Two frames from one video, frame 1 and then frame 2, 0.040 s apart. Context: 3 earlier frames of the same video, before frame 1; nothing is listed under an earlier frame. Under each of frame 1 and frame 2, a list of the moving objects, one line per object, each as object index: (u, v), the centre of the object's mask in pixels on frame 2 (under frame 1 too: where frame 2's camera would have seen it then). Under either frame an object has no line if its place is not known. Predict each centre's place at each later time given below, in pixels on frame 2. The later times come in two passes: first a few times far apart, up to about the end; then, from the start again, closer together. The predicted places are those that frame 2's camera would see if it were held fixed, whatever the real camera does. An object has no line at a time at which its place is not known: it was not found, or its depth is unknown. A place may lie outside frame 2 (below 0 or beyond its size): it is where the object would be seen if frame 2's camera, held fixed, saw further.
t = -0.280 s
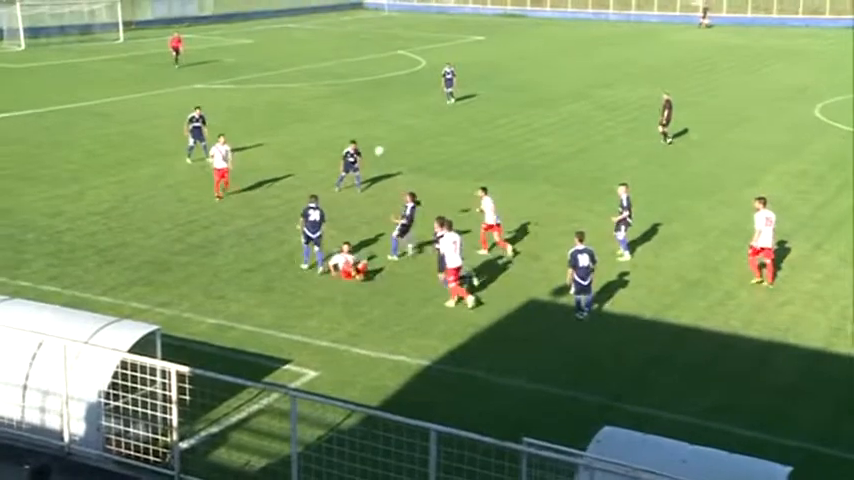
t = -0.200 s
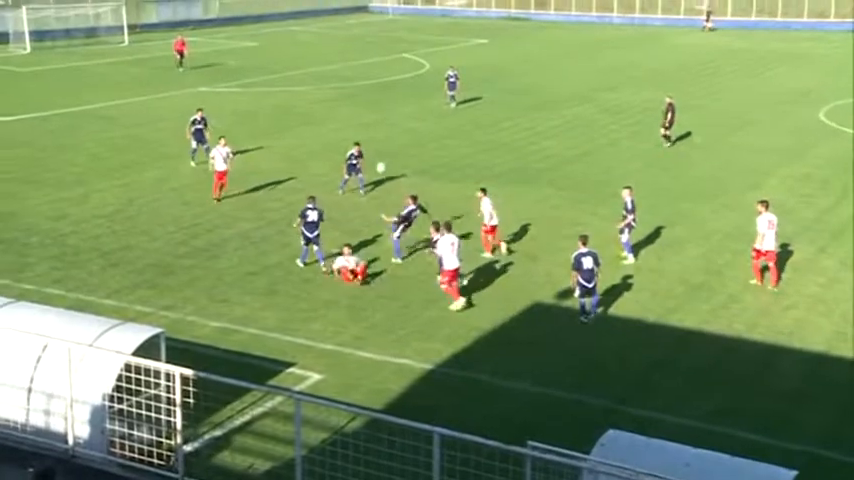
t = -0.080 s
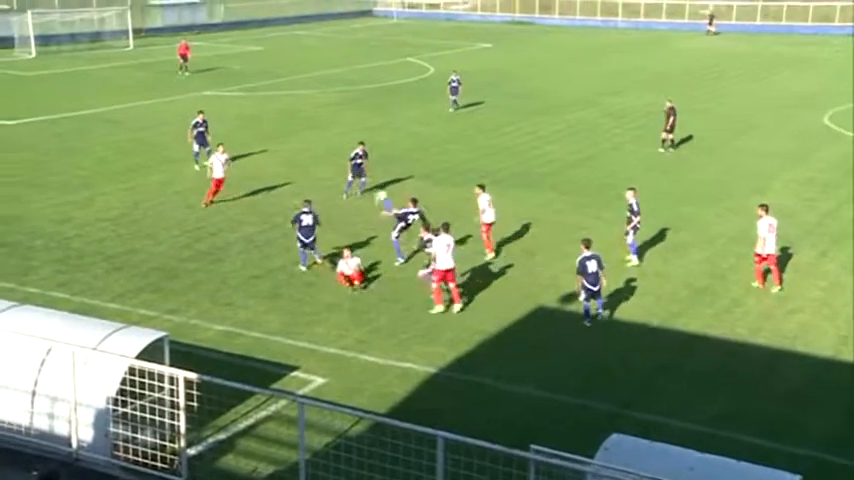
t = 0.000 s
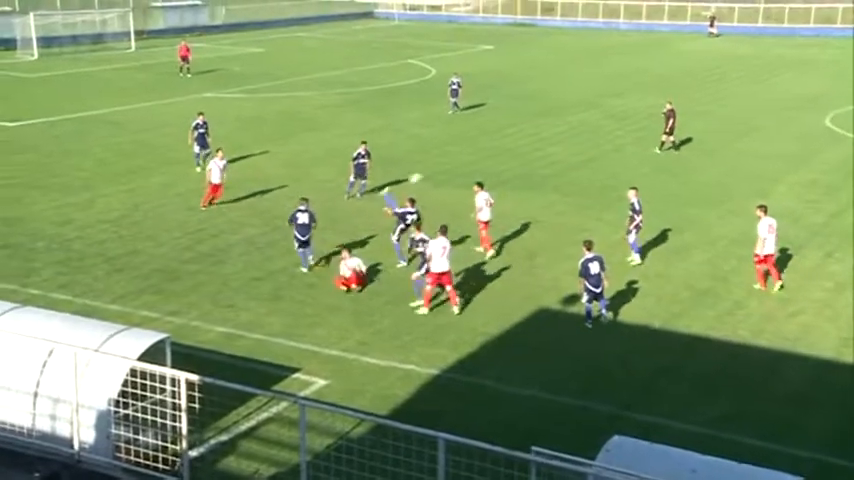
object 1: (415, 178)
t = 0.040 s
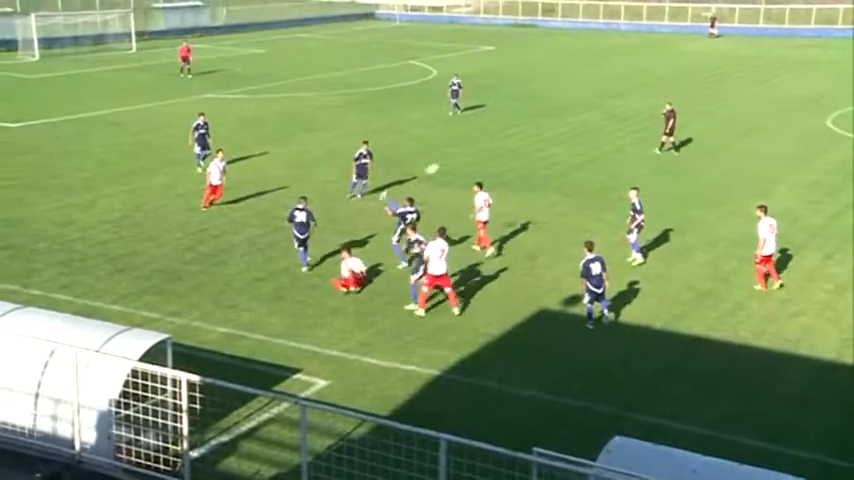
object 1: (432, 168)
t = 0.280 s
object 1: (536, 127)
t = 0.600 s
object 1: (689, 118)
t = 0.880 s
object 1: (833, 158)
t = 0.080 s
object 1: (448, 160)
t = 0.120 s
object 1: (465, 152)
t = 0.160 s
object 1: (483, 145)
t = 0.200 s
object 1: (500, 139)
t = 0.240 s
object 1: (518, 132)
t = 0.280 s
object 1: (536, 127)
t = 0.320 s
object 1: (555, 123)
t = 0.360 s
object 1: (573, 120)
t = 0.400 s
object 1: (592, 117)
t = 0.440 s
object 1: (611, 116)
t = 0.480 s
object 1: (630, 115)
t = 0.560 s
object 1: (670, 116)
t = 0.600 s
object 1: (689, 118)
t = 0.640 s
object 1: (709, 121)
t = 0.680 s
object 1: (730, 124)
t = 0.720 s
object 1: (751, 129)
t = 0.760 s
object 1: (771, 135)
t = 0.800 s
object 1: (792, 141)
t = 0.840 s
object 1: (813, 149)
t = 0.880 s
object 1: (833, 158)
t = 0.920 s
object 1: (854, 169)
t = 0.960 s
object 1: (875, 180)
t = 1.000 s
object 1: (897, 192)
